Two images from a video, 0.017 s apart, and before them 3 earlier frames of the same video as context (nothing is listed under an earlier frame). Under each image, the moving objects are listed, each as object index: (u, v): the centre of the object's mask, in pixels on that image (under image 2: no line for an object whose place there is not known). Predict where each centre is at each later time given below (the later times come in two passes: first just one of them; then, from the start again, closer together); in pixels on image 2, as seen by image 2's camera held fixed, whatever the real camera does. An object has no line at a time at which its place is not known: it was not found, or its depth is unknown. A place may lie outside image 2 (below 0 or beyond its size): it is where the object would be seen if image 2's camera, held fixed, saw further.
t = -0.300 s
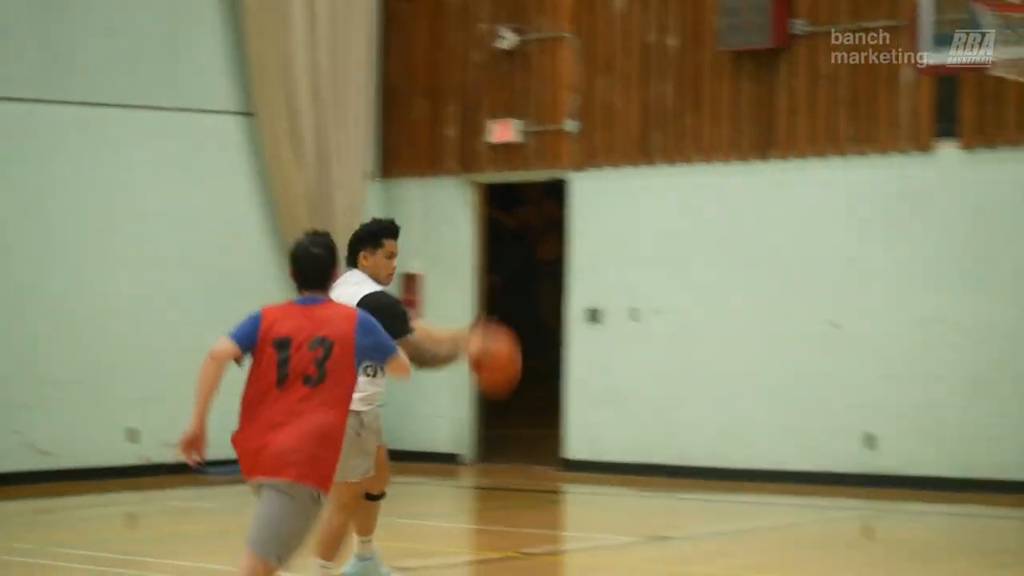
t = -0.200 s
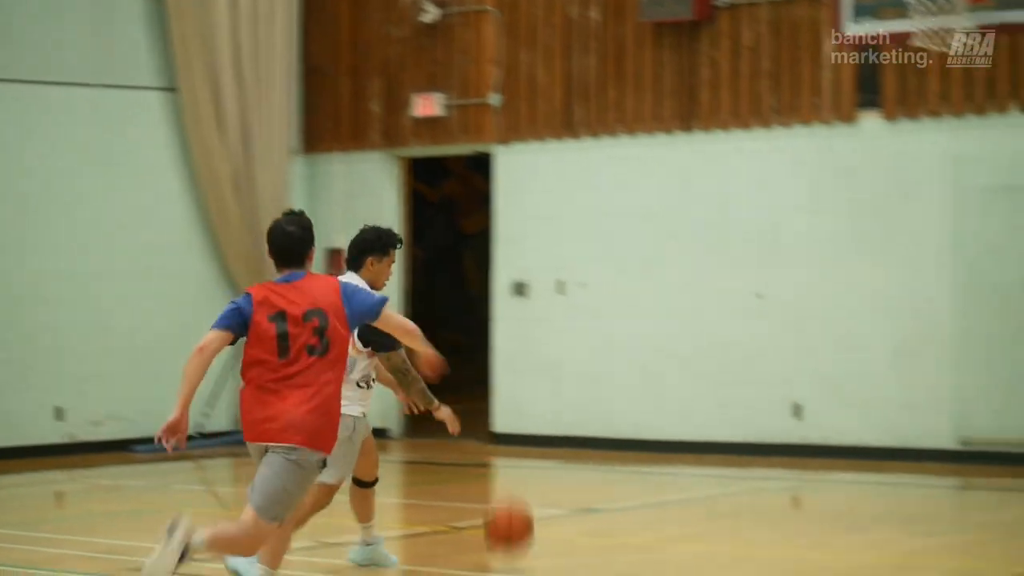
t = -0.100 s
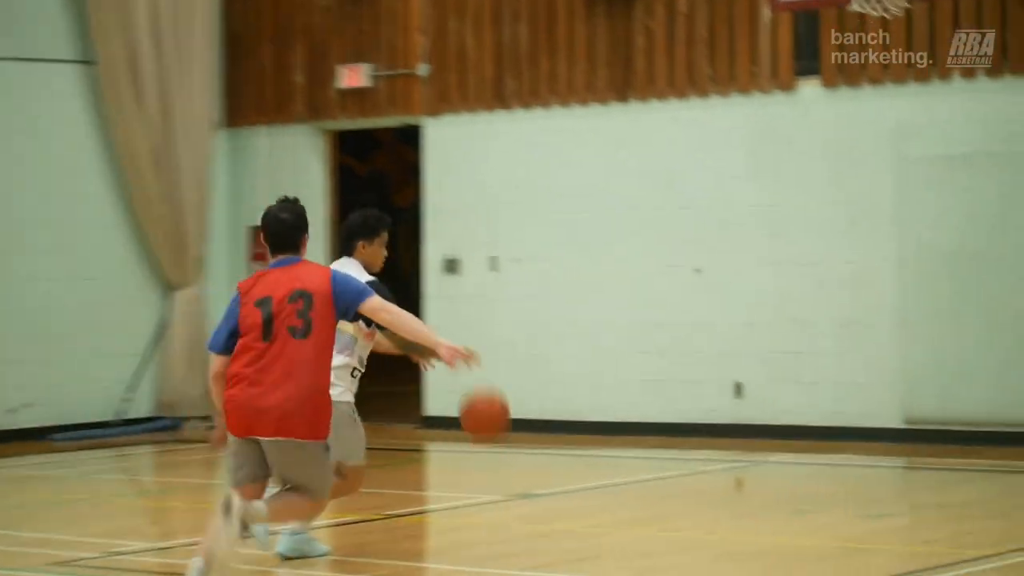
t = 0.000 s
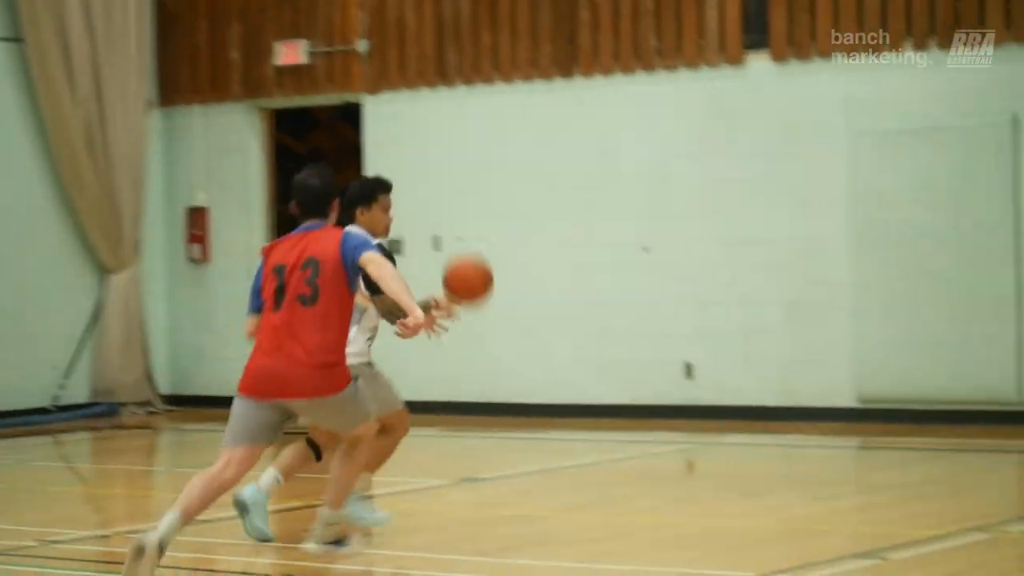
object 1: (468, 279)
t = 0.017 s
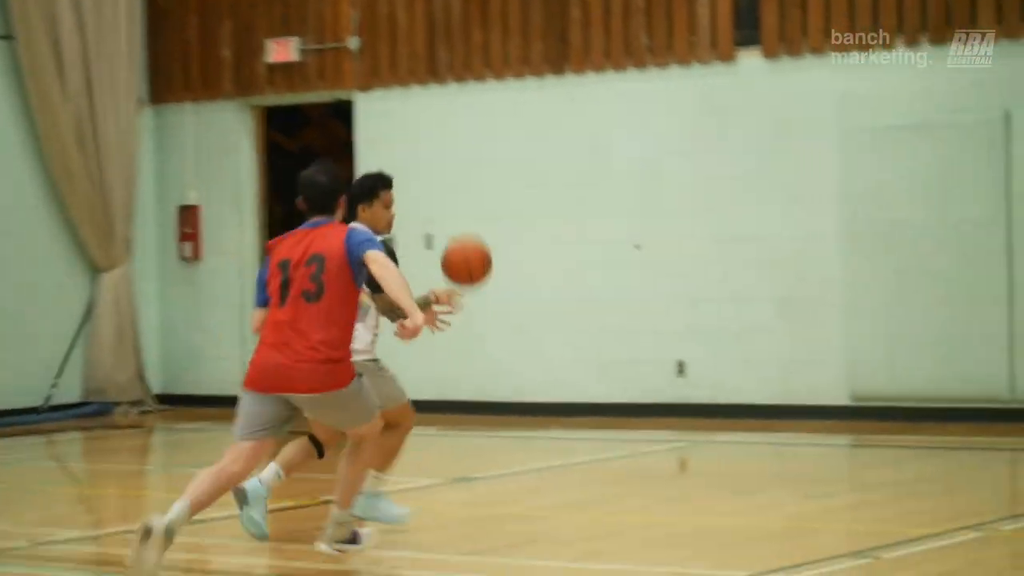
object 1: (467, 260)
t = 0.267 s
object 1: (566, 102)
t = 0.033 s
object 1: (476, 247)
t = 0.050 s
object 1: (484, 232)
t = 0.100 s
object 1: (503, 193)
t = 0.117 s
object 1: (509, 180)
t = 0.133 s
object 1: (516, 169)
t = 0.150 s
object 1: (522, 159)
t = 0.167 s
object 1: (529, 149)
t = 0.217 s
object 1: (548, 123)
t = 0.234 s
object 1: (554, 116)
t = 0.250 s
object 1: (560, 108)
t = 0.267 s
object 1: (566, 102)
